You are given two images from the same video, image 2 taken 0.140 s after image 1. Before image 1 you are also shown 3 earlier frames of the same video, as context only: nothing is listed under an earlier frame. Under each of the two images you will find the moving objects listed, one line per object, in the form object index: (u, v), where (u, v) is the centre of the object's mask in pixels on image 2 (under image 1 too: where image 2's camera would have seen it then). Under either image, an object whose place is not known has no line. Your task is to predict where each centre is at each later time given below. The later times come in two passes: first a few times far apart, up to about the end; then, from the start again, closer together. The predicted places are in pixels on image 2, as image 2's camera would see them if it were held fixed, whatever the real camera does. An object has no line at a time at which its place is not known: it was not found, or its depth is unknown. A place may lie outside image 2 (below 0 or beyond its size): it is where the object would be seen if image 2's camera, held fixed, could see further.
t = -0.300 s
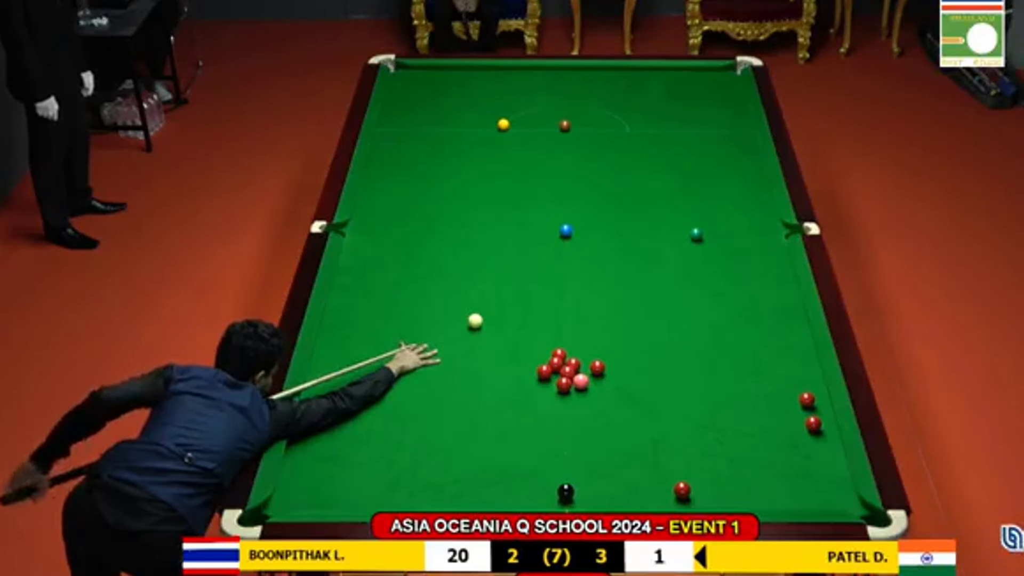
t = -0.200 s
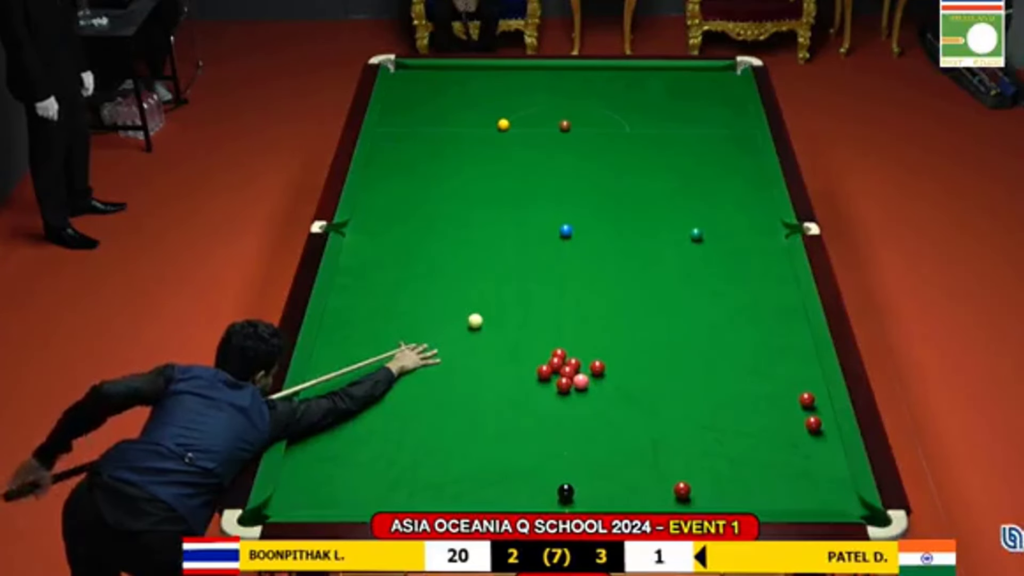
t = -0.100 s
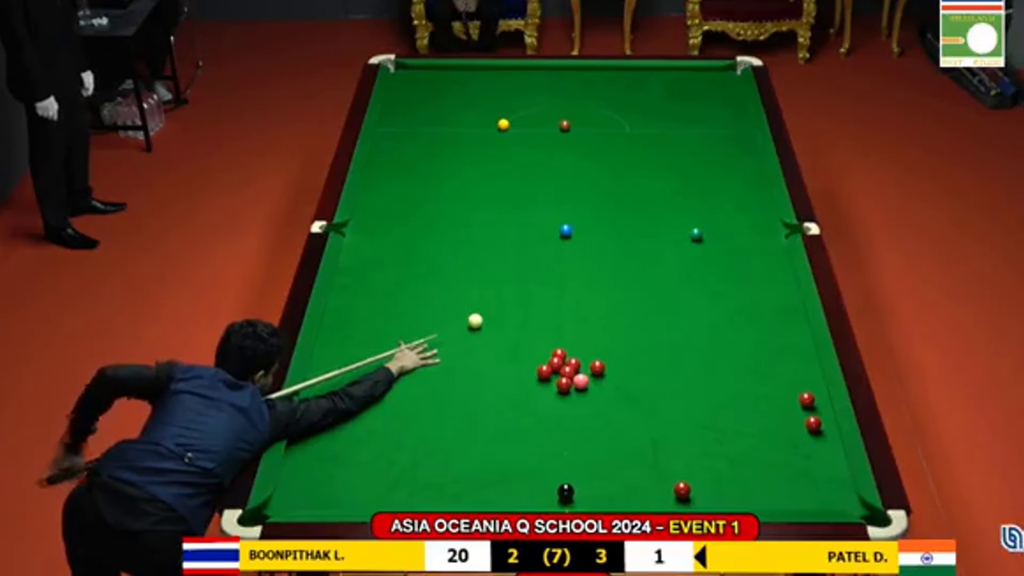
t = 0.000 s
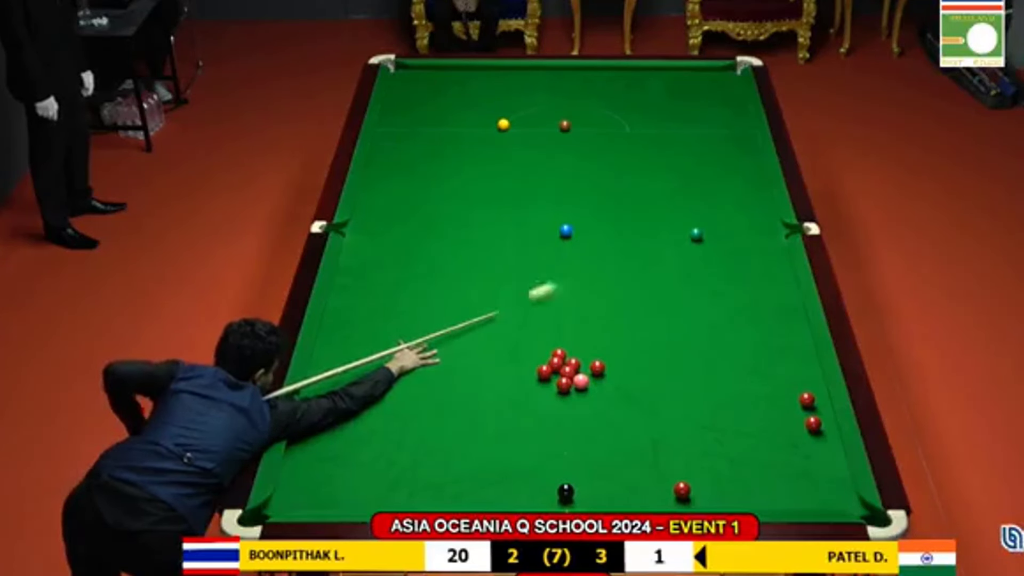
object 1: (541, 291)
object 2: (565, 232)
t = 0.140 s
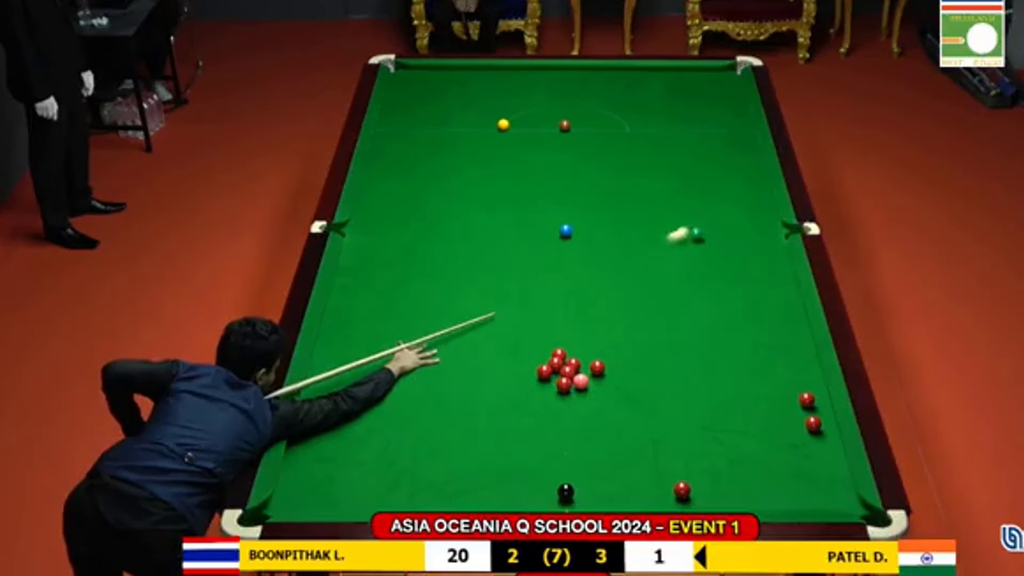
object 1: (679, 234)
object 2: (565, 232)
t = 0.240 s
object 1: (681, 202)
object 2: (565, 232)
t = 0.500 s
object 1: (680, 139)
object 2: (565, 232)
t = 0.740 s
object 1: (680, 95)
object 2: (565, 232)
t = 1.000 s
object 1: (674, 80)
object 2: (566, 232)
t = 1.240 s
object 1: (657, 108)
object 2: (565, 232)
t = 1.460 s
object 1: (642, 130)
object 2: (565, 232)
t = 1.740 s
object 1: (621, 160)
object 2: (565, 232)
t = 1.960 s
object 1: (604, 185)
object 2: (565, 232)
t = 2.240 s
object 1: (580, 219)
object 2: (566, 232)
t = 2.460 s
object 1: (586, 237)
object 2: (542, 241)
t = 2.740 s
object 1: (601, 257)
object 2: (511, 254)
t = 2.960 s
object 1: (612, 273)
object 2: (486, 263)
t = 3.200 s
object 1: (625, 290)
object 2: (459, 274)
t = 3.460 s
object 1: (638, 309)
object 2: (431, 285)
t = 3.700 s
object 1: (651, 326)
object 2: (405, 296)
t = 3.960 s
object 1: (664, 345)
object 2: (379, 306)
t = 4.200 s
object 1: (676, 363)
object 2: (355, 316)
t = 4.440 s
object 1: (689, 380)
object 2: (331, 326)
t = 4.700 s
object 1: (702, 399)
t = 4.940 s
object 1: (714, 415)
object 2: (343, 340)
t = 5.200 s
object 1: (727, 433)
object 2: (351, 348)
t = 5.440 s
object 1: (738, 449)
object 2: (357, 353)
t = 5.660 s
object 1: (749, 463)
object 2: (363, 359)
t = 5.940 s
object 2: (370, 364)
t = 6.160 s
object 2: (375, 368)
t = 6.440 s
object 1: (780, 502)
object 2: (381, 371)
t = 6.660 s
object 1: (783, 497)
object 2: (384, 374)
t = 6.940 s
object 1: (786, 489)
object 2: (388, 376)
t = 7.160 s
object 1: (787, 484)
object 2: (390, 377)
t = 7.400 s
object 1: (789, 479)
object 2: (392, 377)
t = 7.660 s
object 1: (790, 474)
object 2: (392, 378)
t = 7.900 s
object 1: (791, 471)
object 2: (392, 378)
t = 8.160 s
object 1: (792, 469)
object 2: (392, 378)
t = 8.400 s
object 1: (792, 468)
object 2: (392, 378)
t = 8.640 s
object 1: (791, 468)
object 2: (392, 377)
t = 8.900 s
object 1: (791, 468)
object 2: (392, 377)
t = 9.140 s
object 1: (791, 468)
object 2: (392, 377)
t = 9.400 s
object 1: (791, 468)
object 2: (392, 377)
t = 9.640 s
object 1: (791, 468)
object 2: (392, 377)
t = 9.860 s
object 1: (791, 468)
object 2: (392, 377)
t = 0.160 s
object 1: (683, 228)
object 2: (565, 232)
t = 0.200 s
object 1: (682, 214)
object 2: (565, 232)
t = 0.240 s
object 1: (681, 202)
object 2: (565, 232)
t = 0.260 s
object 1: (681, 196)
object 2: (565, 232)
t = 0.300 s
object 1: (681, 185)
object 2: (565, 232)
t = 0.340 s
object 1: (680, 175)
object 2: (565, 232)
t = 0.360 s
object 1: (680, 170)
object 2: (565, 232)
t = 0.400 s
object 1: (680, 161)
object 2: (565, 232)
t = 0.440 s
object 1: (680, 152)
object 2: (565, 232)
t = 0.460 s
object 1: (680, 147)
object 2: (565, 232)
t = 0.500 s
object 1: (680, 139)
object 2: (565, 232)
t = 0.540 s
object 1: (680, 131)
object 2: (565, 232)
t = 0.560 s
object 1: (680, 127)
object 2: (565, 232)
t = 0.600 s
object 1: (680, 119)
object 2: (565, 232)
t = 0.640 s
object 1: (680, 112)
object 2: (565, 232)
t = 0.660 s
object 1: (680, 109)
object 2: (565, 232)
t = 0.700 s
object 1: (680, 102)
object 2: (565, 232)
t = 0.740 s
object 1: (680, 95)
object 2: (565, 232)
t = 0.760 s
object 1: (681, 91)
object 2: (565, 232)
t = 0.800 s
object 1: (680, 85)
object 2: (565, 232)
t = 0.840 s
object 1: (680, 78)
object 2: (565, 232)
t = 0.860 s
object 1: (681, 75)
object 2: (565, 232)
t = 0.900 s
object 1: (681, 68)
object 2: (565, 232)
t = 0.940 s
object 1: (678, 72)
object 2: (565, 232)
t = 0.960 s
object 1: (677, 75)
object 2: (566, 232)
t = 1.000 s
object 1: (674, 80)
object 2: (566, 232)
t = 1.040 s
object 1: (671, 85)
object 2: (565, 232)
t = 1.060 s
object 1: (670, 88)
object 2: (565, 232)
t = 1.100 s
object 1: (667, 93)
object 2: (565, 232)
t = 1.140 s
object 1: (664, 97)
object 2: (565, 232)
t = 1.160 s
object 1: (663, 99)
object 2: (565, 232)
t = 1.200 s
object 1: (660, 104)
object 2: (565, 232)
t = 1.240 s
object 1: (657, 108)
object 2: (565, 232)
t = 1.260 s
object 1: (656, 109)
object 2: (565, 232)
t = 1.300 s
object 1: (653, 114)
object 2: (565, 232)
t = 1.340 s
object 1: (650, 118)
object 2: (565, 232)
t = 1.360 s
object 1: (649, 120)
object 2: (565, 232)
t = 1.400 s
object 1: (646, 124)
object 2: (565, 232)
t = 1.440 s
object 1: (643, 128)
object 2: (565, 232)
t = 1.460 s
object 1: (642, 130)
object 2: (565, 232)
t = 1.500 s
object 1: (639, 134)
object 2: (565, 232)
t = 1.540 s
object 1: (636, 138)
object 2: (565, 232)
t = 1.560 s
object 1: (635, 141)
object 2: (565, 232)
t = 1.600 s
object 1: (632, 145)
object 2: (565, 232)
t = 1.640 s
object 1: (629, 149)
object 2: (565, 232)
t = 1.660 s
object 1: (627, 151)
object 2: (565, 232)
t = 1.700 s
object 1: (624, 156)
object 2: (565, 232)
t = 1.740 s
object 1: (621, 160)
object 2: (565, 232)
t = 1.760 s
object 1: (619, 162)
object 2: (565, 232)
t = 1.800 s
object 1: (616, 167)
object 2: (565, 232)
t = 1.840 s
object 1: (613, 171)
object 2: (565, 232)
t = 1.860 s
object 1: (612, 174)
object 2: (565, 232)
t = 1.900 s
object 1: (609, 178)
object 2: (565, 232)
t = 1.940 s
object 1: (605, 183)
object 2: (566, 232)
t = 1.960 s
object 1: (604, 185)
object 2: (565, 232)
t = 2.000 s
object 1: (601, 190)
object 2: (565, 232)
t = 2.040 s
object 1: (597, 195)
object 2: (565, 232)
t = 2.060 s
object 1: (596, 197)
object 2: (565, 232)
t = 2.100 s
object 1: (592, 202)
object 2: (565, 232)
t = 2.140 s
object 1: (589, 207)
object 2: (566, 232)
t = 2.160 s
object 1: (587, 209)
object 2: (565, 232)
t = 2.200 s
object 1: (584, 214)
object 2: (565, 232)
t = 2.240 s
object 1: (580, 219)
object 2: (566, 232)
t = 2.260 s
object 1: (579, 221)
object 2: (566, 232)
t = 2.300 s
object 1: (576, 226)
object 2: (565, 232)
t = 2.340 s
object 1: (579, 228)
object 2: (558, 234)
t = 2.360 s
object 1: (581, 230)
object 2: (556, 235)
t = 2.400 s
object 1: (583, 233)
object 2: (550, 238)
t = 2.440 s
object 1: (585, 235)
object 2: (545, 240)
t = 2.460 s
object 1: (586, 237)
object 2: (542, 241)
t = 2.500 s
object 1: (588, 240)
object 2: (538, 242)
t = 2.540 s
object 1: (590, 242)
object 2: (534, 244)
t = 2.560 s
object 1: (591, 244)
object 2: (531, 245)
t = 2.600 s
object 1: (593, 247)
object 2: (527, 247)
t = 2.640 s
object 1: (595, 249)
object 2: (522, 249)
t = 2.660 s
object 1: (597, 251)
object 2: (520, 250)
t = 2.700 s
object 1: (598, 254)
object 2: (515, 252)
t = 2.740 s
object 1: (601, 257)
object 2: (511, 254)
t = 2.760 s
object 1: (601, 258)
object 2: (508, 255)
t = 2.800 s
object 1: (604, 261)
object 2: (504, 256)
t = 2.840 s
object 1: (606, 264)
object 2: (499, 258)
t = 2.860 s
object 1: (607, 265)
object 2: (497, 259)
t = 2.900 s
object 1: (609, 268)
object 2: (493, 261)
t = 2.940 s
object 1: (611, 271)
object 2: (488, 262)
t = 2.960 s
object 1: (612, 273)
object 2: (486, 263)
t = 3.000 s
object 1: (614, 275)
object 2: (482, 265)
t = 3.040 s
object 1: (616, 279)
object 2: (477, 267)
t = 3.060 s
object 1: (617, 280)
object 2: (475, 268)
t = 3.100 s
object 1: (619, 282)
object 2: (470, 270)
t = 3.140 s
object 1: (621, 286)
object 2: (466, 271)
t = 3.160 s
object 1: (622, 287)
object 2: (464, 272)
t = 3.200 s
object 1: (625, 290)
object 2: (459, 274)
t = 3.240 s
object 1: (627, 293)
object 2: (455, 276)
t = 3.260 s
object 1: (628, 294)
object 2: (453, 277)
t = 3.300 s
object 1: (630, 297)
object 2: (449, 278)
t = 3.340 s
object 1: (632, 300)
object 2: (444, 281)
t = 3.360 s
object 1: (633, 302)
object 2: (442, 281)
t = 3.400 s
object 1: (635, 304)
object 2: (438, 283)
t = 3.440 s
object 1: (637, 307)
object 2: (434, 284)
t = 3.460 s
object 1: (638, 309)
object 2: (431, 285)
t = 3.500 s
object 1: (640, 312)
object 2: (427, 287)
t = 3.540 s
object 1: (642, 314)
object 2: (423, 289)
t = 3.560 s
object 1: (643, 316)
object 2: (420, 290)
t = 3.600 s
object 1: (645, 319)
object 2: (416, 291)
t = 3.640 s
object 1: (647, 322)
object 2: (412, 293)
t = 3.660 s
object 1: (649, 323)
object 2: (410, 294)
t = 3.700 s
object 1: (651, 326)
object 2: (405, 296)
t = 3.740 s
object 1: (653, 329)
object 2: (402, 297)
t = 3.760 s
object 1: (654, 331)
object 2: (399, 298)
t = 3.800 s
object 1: (656, 334)
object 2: (395, 299)
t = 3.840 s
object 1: (658, 336)
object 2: (391, 301)
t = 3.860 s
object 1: (659, 338)
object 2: (389, 302)
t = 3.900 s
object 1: (661, 341)
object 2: (385, 303)
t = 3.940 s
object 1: (663, 344)
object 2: (381, 305)
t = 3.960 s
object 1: (664, 345)
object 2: (379, 306)
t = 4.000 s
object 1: (666, 348)
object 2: (375, 308)
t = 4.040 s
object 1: (668, 351)
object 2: (370, 310)
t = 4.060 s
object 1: (669, 353)
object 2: (368, 310)
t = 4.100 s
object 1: (671, 355)
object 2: (365, 312)
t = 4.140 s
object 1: (673, 359)
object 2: (360, 314)
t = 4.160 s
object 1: (674, 360)
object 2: (359, 315)
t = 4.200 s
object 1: (676, 363)
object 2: (355, 316)
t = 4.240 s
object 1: (678, 366)
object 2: (351, 317)
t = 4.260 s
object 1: (679, 367)
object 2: (349, 318)
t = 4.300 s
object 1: (682, 370)
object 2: (344, 320)
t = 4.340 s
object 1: (683, 372)
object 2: (341, 321)
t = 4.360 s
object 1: (684, 374)
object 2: (339, 323)
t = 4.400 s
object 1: (687, 377)
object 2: (335, 324)
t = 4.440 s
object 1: (689, 380)
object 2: (331, 326)
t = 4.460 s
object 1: (689, 381)
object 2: (329, 326)
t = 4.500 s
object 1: (692, 384)
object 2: (326, 328)
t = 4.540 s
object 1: (694, 387)
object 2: (330, 328)
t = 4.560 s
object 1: (695, 388)
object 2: (332, 327)
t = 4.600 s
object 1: (697, 392)
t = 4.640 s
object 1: (699, 394)
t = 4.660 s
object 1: (700, 395)
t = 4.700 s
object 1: (702, 399)
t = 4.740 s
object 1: (704, 401)
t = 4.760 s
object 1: (705, 402)
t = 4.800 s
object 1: (707, 405)
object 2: (338, 333)
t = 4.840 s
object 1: (709, 408)
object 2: (339, 337)
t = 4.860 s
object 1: (710, 409)
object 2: (340, 338)
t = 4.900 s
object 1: (712, 412)
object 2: (341, 339)
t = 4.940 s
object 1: (714, 415)
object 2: (343, 340)
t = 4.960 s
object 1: (715, 416)
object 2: (343, 341)
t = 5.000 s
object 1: (717, 419)
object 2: (344, 342)
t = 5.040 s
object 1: (719, 422)
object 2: (346, 343)
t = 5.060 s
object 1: (720, 424)
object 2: (346, 343)
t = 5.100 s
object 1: (722, 426)
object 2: (347, 345)
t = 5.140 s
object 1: (724, 429)
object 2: (349, 346)
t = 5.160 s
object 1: (725, 430)
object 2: (349, 346)
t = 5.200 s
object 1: (727, 433)
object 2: (351, 348)
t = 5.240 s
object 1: (728, 435)
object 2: (352, 349)
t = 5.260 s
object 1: (729, 437)
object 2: (352, 349)
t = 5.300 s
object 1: (731, 439)
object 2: (353, 350)
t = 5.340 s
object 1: (734, 442)
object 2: (355, 351)
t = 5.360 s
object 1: (735, 444)
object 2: (355, 352)
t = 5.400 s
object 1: (736, 446)
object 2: (356, 353)
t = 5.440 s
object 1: (738, 449)
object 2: (357, 353)
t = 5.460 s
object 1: (740, 451)
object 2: (358, 354)
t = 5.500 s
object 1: (741, 453)
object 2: (359, 354)
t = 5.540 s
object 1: (743, 455)
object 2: (360, 356)
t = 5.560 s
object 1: (744, 457)
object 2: (360, 356)
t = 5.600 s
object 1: (746, 459)
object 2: (362, 357)
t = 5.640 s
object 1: (748, 462)
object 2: (363, 358)
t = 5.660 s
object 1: (749, 463)
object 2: (363, 359)
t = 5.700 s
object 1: (751, 465)
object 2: (364, 359)
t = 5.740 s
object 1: (752, 468)
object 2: (365, 360)
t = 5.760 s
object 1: (753, 470)
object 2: (366, 361)
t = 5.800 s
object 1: (755, 472)
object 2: (367, 361)
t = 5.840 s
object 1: (758, 473)
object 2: (367, 362)
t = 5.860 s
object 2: (368, 362)
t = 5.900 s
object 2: (369, 363)
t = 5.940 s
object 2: (370, 364)
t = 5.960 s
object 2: (371, 364)
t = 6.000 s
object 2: (371, 365)
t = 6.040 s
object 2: (372, 366)
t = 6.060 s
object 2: (373, 366)
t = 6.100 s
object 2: (374, 367)
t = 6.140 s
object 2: (375, 367)
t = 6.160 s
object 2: (375, 368)
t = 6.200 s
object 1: (770, 496)
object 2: (376, 368)
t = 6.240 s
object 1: (774, 497)
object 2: (377, 369)
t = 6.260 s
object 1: (775, 498)
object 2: (377, 369)
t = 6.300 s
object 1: (777, 500)
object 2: (378, 369)
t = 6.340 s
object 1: (778, 502)
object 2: (379, 370)
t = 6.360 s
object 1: (779, 503)
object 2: (379, 370)
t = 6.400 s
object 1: (780, 503)
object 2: (380, 371)
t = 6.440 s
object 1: (780, 502)
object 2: (381, 371)
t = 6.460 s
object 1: (780, 501)
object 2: (381, 372)
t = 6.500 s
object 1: (781, 501)
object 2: (382, 372)
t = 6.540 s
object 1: (782, 500)
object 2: (383, 372)
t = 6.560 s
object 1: (782, 500)
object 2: (383, 373)
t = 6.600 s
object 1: (782, 498)
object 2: (384, 373)
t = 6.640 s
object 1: (783, 498)
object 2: (384, 373)
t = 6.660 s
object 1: (783, 497)
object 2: (384, 374)
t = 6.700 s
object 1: (784, 496)
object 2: (385, 374)
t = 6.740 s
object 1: (784, 495)
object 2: (386, 374)
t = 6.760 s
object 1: (784, 494)
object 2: (386, 374)
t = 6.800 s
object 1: (785, 493)
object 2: (386, 375)
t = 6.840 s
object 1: (785, 492)
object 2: (387, 375)
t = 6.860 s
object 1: (785, 492)
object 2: (387, 375)
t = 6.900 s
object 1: (786, 491)
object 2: (387, 376)
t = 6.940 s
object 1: (786, 489)
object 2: (388, 376)
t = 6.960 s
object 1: (786, 489)
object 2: (388, 376)
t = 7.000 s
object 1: (786, 487)
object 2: (389, 376)
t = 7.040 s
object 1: (787, 487)
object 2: (389, 376)
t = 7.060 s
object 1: (787, 486)
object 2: (389, 376)
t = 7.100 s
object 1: (787, 486)
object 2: (390, 376)
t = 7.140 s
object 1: (787, 485)
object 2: (390, 377)
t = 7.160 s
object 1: (787, 484)
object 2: (390, 377)
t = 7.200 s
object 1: (788, 483)
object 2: (391, 377)
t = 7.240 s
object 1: (788, 483)
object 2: (391, 377)
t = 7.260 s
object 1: (788, 481)
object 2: (391, 377)
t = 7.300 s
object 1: (788, 481)
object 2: (391, 377)
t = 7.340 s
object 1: (789, 480)
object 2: (392, 377)
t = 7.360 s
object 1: (789, 480)
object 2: (392, 377)
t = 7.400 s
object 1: (789, 479)
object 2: (392, 377)
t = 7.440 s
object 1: (789, 478)
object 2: (392, 377)
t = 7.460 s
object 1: (789, 478)
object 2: (392, 377)
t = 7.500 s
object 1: (789, 477)
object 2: (392, 377)
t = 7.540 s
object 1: (789, 476)
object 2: (392, 378)
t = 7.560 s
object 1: (789, 476)
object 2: (392, 378)
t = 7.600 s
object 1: (790, 475)
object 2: (392, 378)
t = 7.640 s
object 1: (790, 475)
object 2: (392, 378)
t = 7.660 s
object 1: (790, 474)
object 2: (392, 378)
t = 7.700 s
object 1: (790, 474)
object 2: (392, 378)
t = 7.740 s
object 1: (790, 473)
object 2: (392, 378)
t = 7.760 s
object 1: (790, 473)
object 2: (392, 378)
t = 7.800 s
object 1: (791, 472)
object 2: (392, 378)
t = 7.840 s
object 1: (790, 472)
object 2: (392, 378)
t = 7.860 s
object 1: (791, 472)
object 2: (392, 378)
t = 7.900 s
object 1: (791, 471)
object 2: (392, 378)
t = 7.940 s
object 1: (791, 471)
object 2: (392, 378)
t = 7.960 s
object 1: (791, 471)
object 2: (392, 378)
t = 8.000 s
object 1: (791, 470)
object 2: (392, 378)
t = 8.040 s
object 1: (791, 470)
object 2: (392, 378)
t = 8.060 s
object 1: (791, 470)
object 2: (392, 378)
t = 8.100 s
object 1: (791, 470)
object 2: (392, 378)
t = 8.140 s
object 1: (792, 469)
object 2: (392, 378)
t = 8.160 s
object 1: (792, 469)
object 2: (392, 378)
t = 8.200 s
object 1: (792, 469)
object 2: (392, 378)
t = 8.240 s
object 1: (792, 469)
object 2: (392, 378)
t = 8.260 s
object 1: (792, 469)
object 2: (392, 378)
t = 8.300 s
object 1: (792, 468)
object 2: (392, 378)
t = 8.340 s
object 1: (792, 468)
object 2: (392, 378)
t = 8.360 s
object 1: (792, 468)
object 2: (392, 378)
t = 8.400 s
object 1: (792, 468)
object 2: (392, 378)
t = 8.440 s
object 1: (792, 468)
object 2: (392, 378)
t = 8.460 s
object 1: (792, 468)
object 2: (392, 378)
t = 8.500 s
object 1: (792, 468)
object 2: (392, 378)
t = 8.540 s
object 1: (791, 468)
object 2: (392, 378)
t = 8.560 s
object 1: (791, 468)
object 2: (392, 377)
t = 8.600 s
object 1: (791, 468)
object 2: (392, 377)
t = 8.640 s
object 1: (791, 468)
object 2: (392, 377)
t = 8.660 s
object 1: (791, 468)
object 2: (392, 377)
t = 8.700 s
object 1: (791, 468)
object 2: (392, 377)
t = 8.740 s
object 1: (791, 468)
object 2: (392, 377)
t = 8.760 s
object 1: (791, 468)
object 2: (392, 377)
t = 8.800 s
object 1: (791, 468)
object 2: (392, 377)
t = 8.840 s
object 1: (791, 468)
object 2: (392, 377)
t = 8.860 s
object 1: (791, 468)
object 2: (392, 377)
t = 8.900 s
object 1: (791, 468)
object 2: (392, 377)
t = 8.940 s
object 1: (791, 468)
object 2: (392, 377)
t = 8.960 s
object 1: (791, 468)
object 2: (392, 377)
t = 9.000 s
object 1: (791, 468)
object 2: (392, 377)
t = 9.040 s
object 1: (791, 468)
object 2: (392, 377)
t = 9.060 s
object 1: (791, 468)
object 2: (392, 377)
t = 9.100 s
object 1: (791, 468)
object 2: (392, 377)
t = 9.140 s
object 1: (791, 468)
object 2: (392, 377)
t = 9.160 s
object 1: (791, 468)
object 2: (392, 377)
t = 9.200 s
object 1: (791, 468)
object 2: (392, 377)
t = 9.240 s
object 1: (791, 468)
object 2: (392, 377)
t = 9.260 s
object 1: (791, 468)
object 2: (392, 377)
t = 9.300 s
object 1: (791, 468)
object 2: (392, 377)
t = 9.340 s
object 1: (791, 468)
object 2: (392, 377)
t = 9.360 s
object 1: (791, 468)
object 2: (392, 377)
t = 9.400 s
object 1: (791, 468)
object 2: (392, 377)
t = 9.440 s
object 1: (791, 468)
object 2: (392, 377)
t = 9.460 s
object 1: (791, 468)
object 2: (392, 377)
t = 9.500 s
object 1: (791, 468)
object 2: (392, 377)
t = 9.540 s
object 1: (791, 468)
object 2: (392, 377)
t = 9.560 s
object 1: (791, 468)
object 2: (392, 377)
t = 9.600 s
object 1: (791, 468)
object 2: (392, 377)
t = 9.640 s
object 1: (791, 468)
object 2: (392, 377)
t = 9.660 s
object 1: (791, 468)
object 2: (392, 377)
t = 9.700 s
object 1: (791, 468)
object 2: (392, 377)
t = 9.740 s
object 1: (791, 468)
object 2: (392, 377)
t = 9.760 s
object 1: (791, 468)
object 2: (392, 377)
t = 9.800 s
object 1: (791, 468)
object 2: (392, 377)
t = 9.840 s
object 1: (791, 468)
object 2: (392, 377)
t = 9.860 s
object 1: (791, 468)
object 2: (392, 377)
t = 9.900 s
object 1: (791, 468)
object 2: (392, 377)
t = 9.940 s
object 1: (791, 468)
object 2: (392, 377)
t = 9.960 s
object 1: (791, 468)
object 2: (392, 377)
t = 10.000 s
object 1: (791, 468)
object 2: (392, 377)
